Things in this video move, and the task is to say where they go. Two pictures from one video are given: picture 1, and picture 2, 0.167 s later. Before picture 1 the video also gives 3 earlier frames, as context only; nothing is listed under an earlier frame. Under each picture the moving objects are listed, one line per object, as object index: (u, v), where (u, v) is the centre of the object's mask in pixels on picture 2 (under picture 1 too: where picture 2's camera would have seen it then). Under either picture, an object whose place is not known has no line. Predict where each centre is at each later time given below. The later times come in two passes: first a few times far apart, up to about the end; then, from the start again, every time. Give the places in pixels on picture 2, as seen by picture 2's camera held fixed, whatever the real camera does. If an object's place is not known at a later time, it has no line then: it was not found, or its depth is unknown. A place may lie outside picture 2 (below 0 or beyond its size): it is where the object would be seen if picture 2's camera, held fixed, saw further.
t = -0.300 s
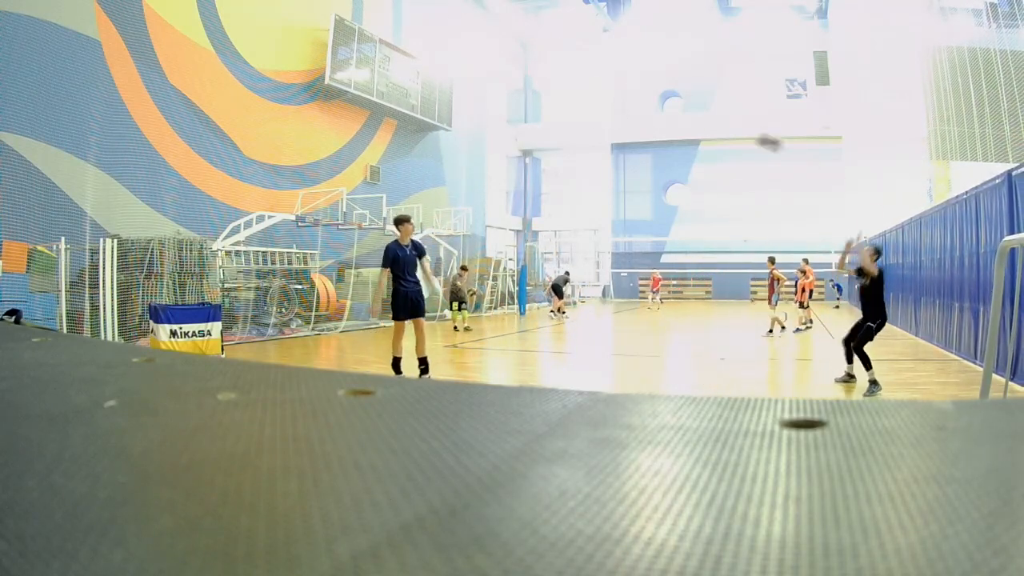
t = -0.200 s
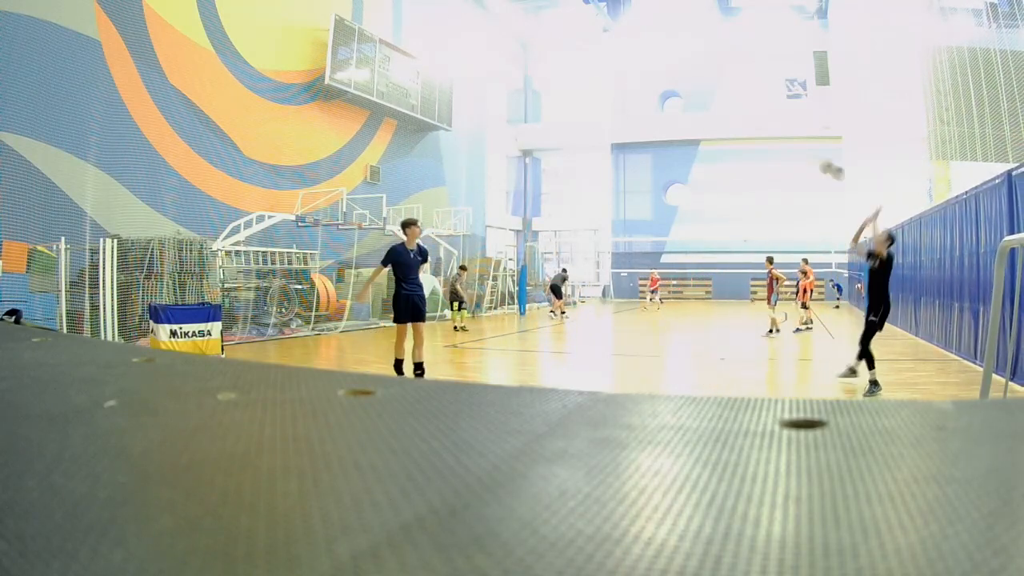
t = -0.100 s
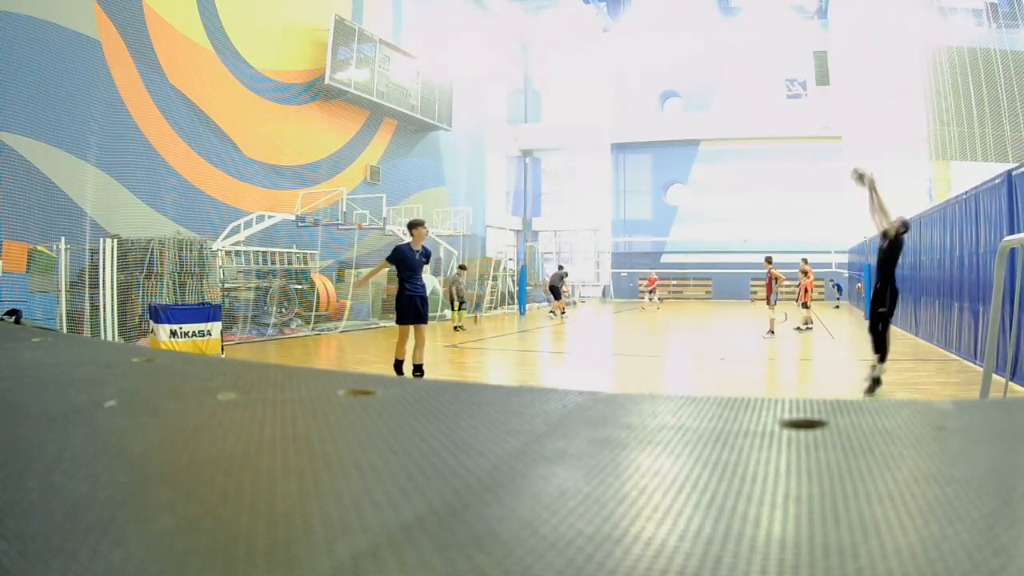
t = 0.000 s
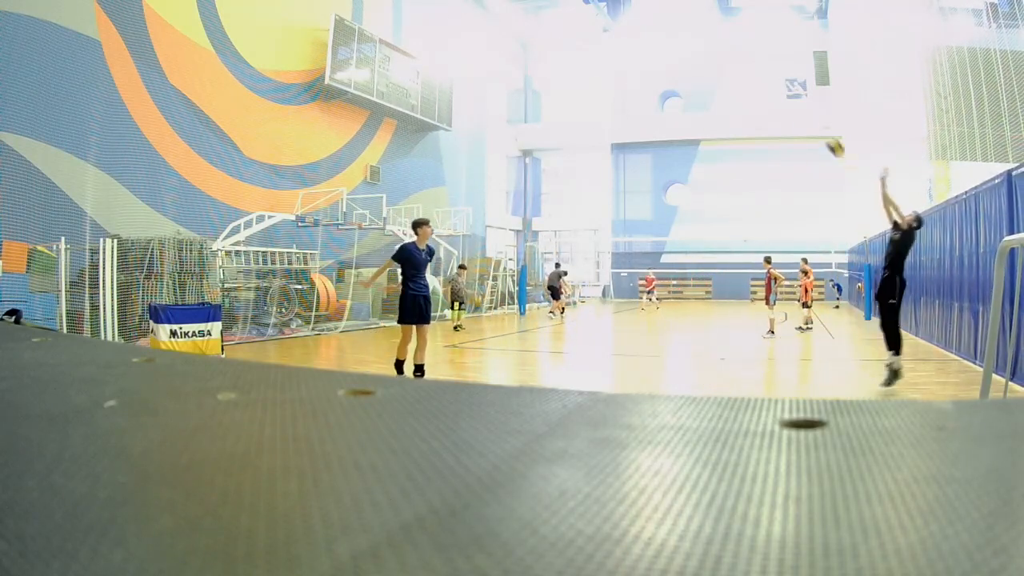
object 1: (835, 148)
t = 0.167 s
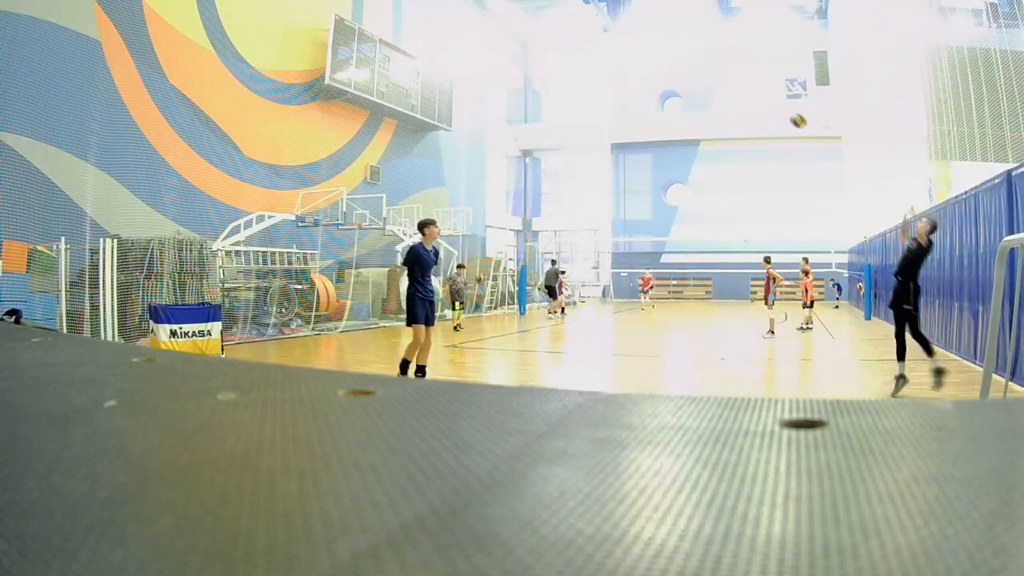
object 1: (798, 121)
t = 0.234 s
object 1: (784, 117)
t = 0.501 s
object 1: (739, 138)
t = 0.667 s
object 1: (715, 174)
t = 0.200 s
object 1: (791, 119)
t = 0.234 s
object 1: (784, 117)
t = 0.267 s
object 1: (777, 117)
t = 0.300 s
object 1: (772, 118)
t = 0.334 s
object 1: (766, 120)
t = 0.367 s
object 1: (760, 121)
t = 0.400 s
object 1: (755, 124)
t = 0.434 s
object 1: (749, 128)
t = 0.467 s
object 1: (744, 132)
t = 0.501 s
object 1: (739, 138)
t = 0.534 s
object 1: (734, 143)
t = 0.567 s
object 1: (729, 150)
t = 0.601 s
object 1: (724, 156)
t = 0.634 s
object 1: (720, 165)
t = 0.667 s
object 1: (715, 174)
